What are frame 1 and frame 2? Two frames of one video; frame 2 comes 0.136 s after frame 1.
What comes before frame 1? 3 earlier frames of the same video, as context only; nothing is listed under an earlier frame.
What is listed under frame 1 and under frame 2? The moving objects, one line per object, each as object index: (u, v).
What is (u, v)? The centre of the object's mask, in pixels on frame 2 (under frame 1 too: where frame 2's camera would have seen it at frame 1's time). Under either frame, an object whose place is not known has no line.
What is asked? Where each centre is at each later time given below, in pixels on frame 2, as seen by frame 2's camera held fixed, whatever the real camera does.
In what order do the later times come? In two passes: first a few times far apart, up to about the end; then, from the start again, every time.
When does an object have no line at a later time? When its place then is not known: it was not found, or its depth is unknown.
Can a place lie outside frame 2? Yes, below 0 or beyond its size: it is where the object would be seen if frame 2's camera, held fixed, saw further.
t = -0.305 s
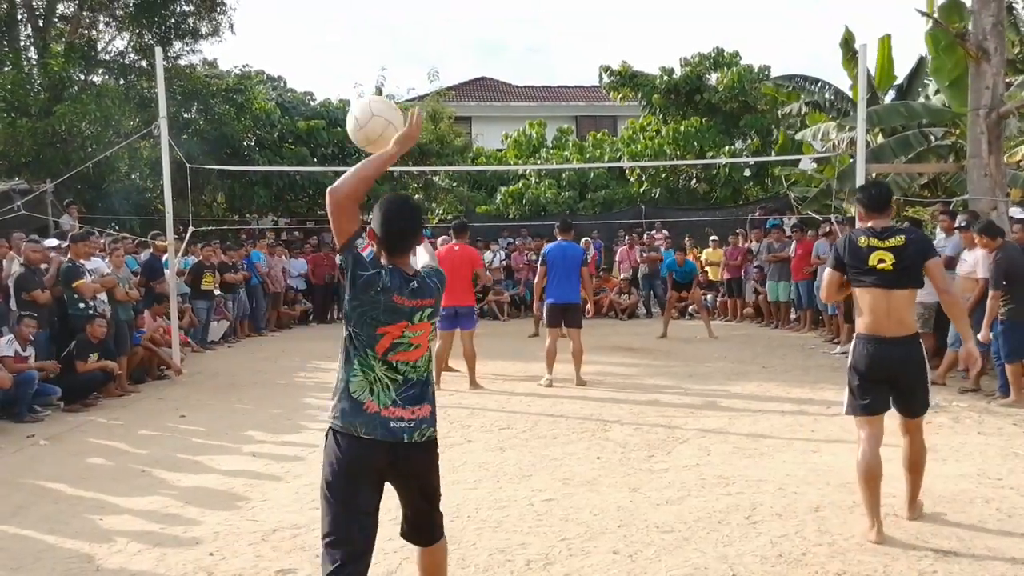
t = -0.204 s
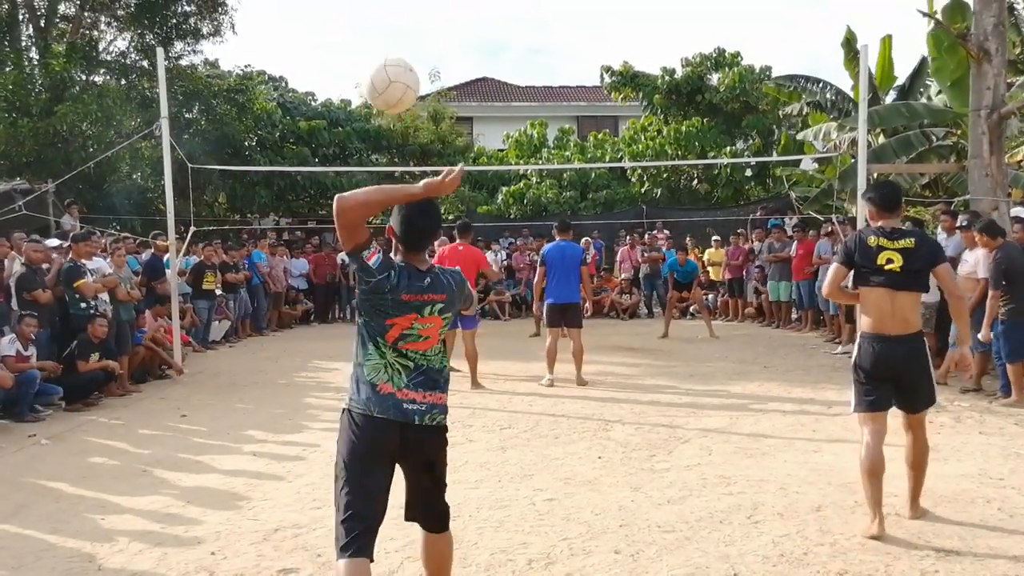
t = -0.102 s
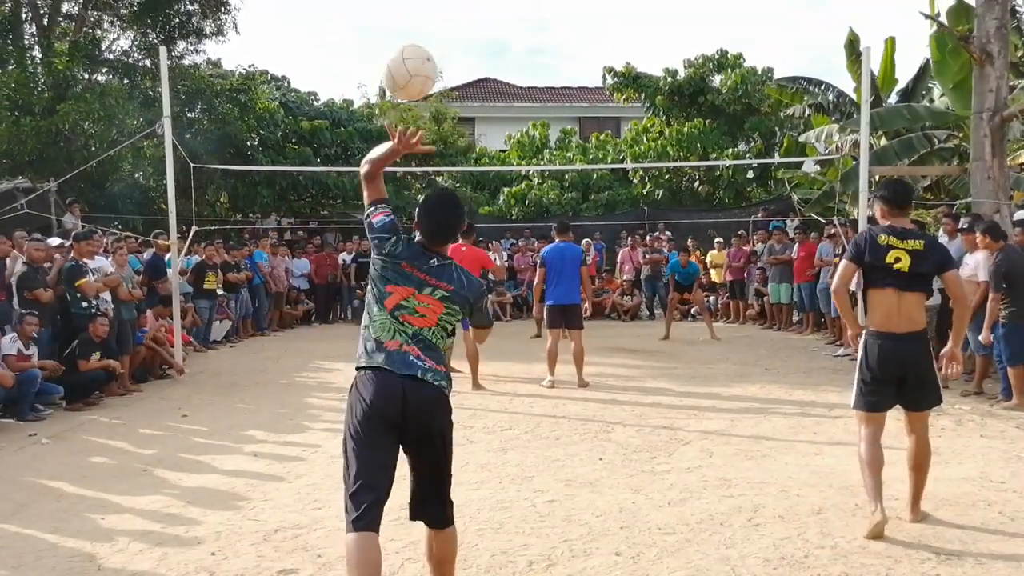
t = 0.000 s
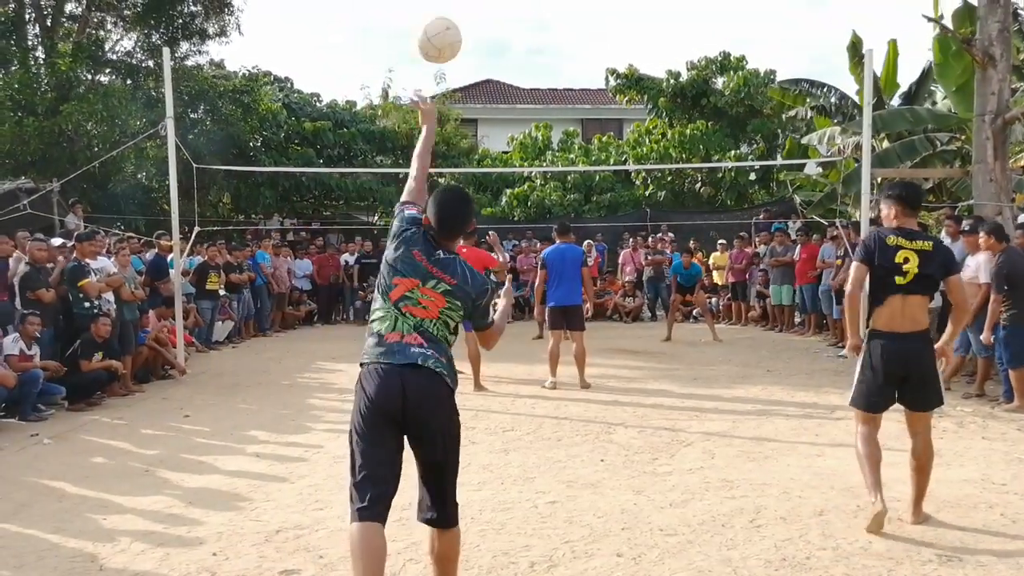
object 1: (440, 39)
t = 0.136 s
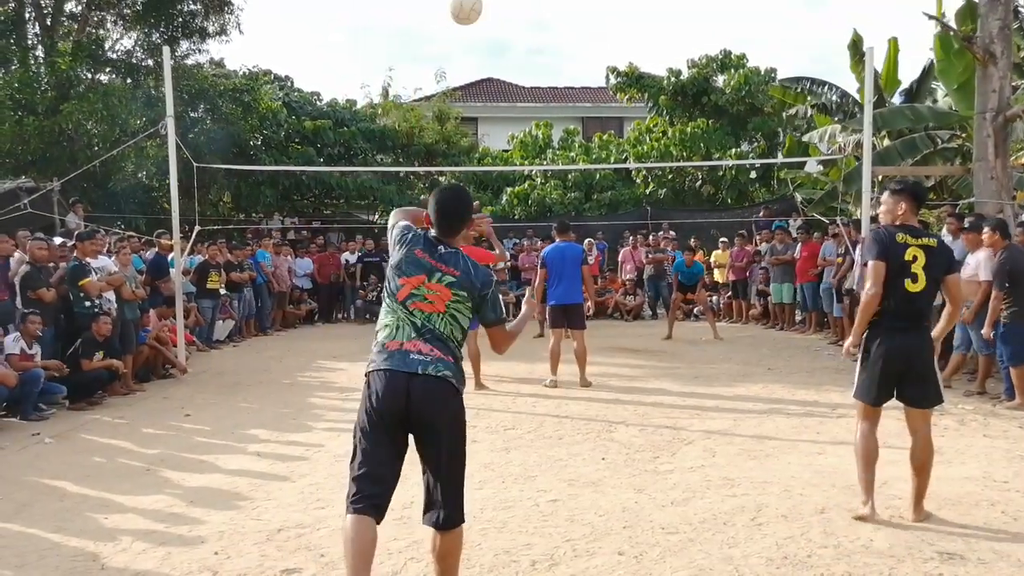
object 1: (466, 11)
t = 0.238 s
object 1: (477, 9)
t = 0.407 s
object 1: (488, 29)
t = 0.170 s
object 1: (470, 10)
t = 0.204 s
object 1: (474, 9)
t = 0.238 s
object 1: (477, 9)
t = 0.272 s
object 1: (480, 10)
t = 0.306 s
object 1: (483, 13)
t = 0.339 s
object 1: (485, 17)
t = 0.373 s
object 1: (486, 23)
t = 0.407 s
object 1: (488, 29)
